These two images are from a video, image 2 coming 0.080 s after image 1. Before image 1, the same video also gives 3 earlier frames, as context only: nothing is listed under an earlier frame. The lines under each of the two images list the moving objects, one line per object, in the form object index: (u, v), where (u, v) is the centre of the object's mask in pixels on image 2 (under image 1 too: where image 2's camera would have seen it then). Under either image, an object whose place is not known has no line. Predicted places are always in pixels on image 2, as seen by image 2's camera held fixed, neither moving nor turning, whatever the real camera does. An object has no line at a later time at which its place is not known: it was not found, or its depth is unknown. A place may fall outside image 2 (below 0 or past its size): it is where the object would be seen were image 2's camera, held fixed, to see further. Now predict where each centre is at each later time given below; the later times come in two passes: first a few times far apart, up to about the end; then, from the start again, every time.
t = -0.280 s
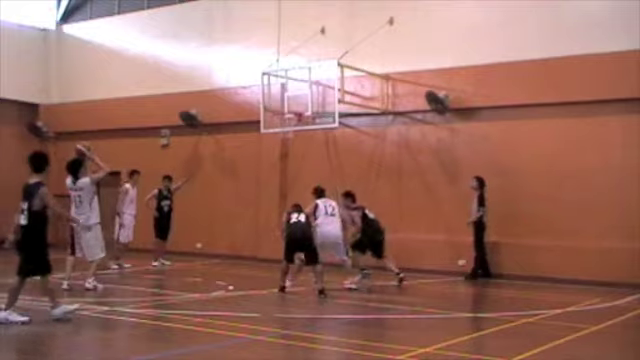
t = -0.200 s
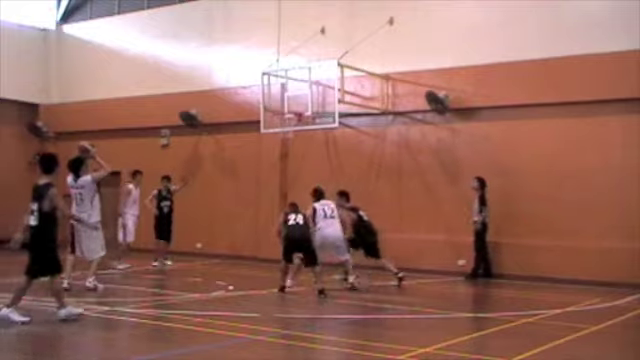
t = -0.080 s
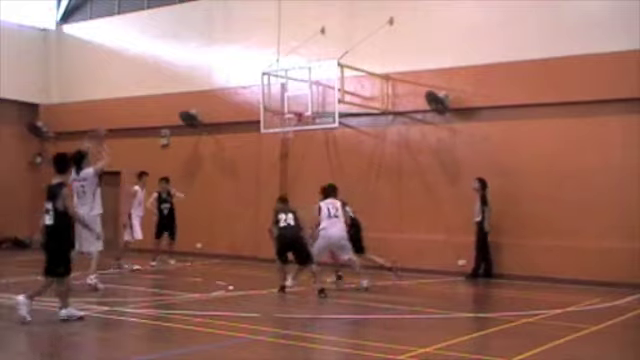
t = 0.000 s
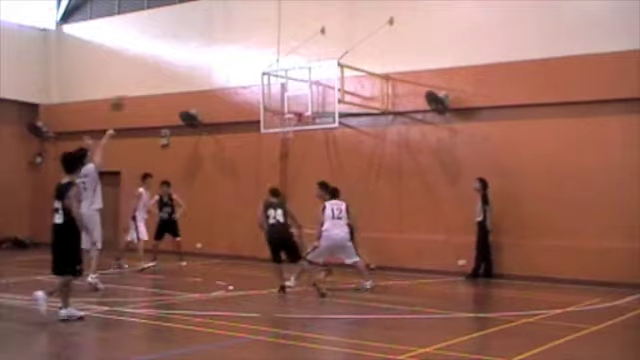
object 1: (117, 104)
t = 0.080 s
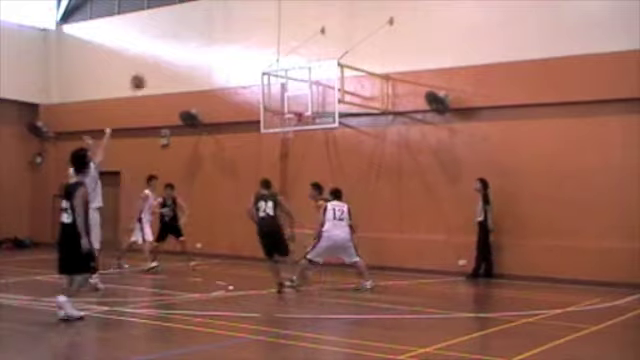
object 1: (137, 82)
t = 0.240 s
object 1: (174, 54)
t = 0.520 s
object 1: (230, 46)
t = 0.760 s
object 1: (268, 73)
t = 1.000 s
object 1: (293, 98)
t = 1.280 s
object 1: (280, 84)
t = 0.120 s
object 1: (147, 73)
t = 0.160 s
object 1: (156, 65)
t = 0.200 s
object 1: (165, 59)
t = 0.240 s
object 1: (174, 54)
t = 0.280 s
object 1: (183, 50)
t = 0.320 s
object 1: (191, 47)
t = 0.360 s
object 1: (199, 45)
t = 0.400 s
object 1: (207, 44)
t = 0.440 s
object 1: (214, 43)
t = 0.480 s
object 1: (222, 44)
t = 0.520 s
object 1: (230, 46)
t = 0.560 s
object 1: (236, 48)
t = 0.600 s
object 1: (243, 51)
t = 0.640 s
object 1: (249, 55)
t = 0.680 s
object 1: (256, 61)
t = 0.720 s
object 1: (263, 68)
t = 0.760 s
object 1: (268, 73)
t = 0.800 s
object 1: (274, 81)
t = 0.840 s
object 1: (281, 89)
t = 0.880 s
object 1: (286, 98)
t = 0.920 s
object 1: (292, 107)
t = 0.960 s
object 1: (292, 103)
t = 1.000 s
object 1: (293, 98)
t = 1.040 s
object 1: (292, 95)
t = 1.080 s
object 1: (293, 92)
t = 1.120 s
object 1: (292, 90)
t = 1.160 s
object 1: (289, 87)
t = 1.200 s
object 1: (286, 86)
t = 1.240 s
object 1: (282, 84)
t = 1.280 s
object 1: (280, 84)
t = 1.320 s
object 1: (276, 85)
